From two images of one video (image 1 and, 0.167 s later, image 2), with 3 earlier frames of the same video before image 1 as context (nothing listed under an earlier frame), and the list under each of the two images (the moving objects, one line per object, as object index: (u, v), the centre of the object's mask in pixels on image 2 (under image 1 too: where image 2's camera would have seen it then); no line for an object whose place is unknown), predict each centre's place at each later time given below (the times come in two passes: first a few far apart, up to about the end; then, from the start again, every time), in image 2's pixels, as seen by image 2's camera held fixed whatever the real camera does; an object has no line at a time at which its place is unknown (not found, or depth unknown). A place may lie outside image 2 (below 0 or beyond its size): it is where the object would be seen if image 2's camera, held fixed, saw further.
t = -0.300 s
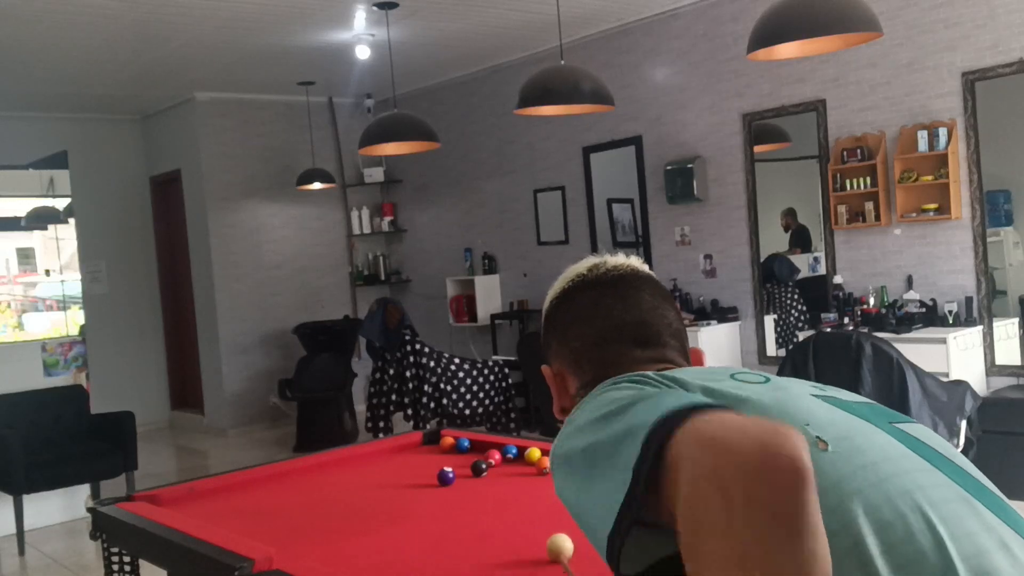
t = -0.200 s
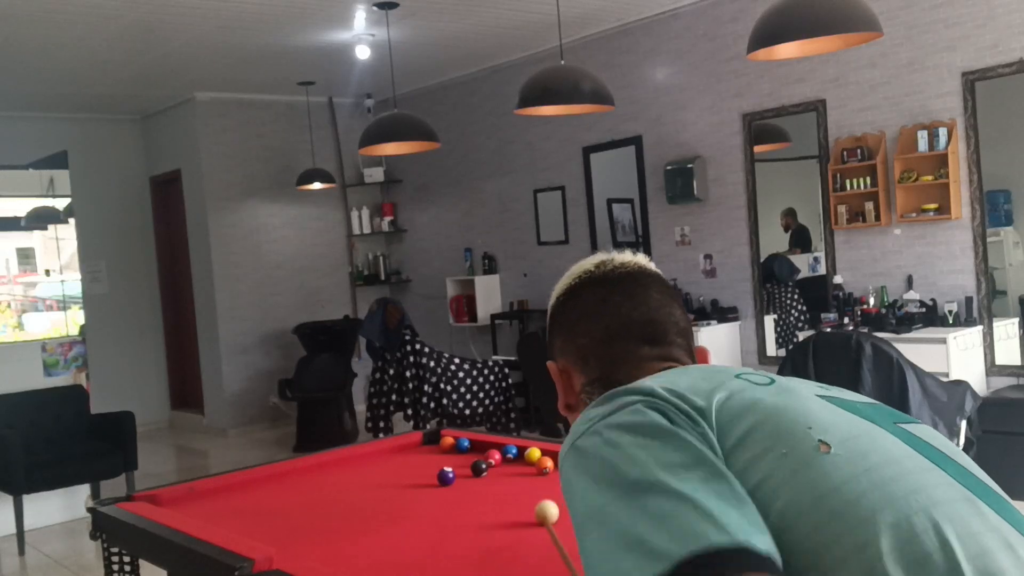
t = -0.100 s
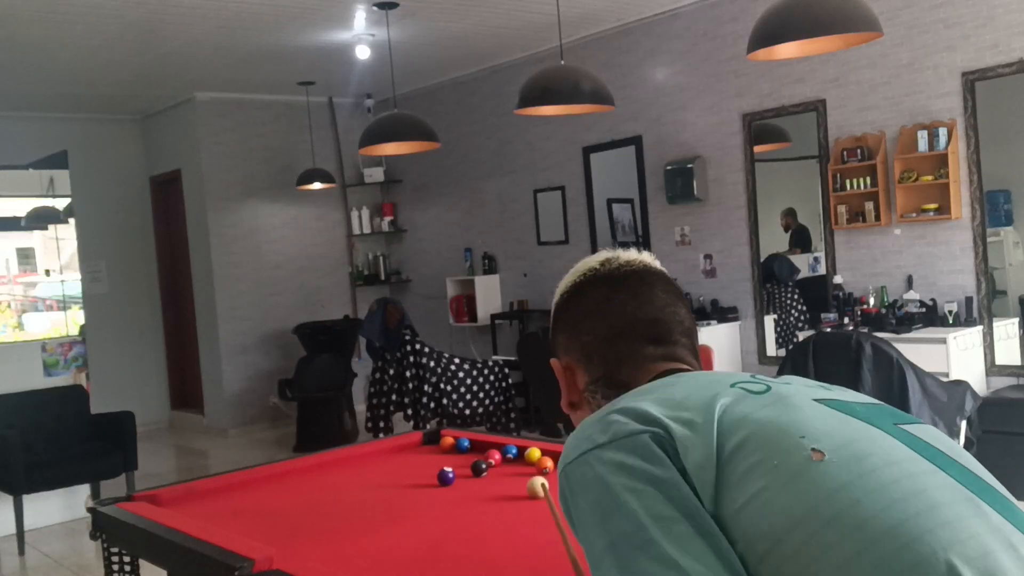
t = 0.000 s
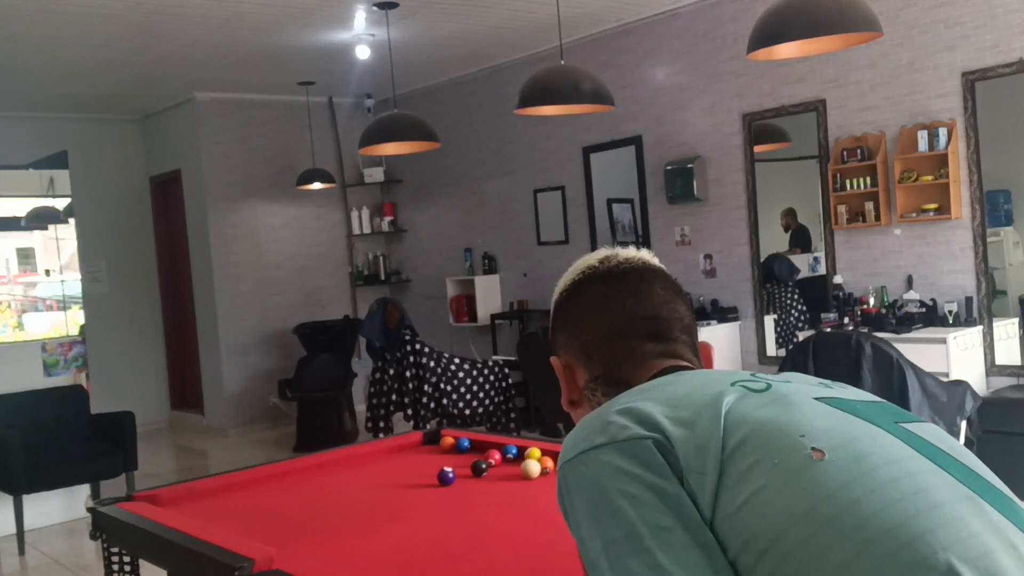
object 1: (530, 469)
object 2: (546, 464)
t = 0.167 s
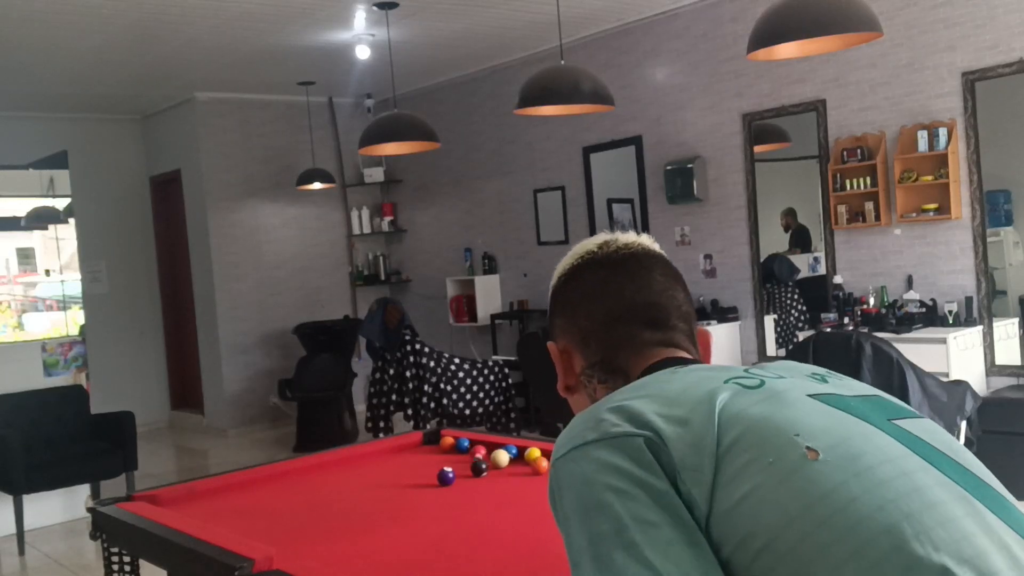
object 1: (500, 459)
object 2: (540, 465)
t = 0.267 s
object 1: (494, 455)
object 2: (519, 470)
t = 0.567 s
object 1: (475, 447)
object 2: (455, 486)
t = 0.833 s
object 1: (459, 445)
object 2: (396, 500)
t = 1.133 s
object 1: (448, 445)
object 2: (328, 517)
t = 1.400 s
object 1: (443, 445)
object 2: (268, 531)
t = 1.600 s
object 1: (441, 445)
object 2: (249, 532)
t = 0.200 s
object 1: (498, 458)
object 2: (533, 468)
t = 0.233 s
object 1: (496, 457)
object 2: (526, 469)
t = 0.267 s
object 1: (494, 455)
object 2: (519, 470)
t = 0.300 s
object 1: (492, 454)
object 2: (512, 472)
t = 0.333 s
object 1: (489, 453)
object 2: (505, 474)
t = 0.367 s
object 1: (487, 452)
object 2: (498, 476)
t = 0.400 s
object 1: (485, 451)
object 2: (491, 477)
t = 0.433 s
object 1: (483, 450)
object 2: (484, 479)
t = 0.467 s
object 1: (481, 449)
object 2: (477, 481)
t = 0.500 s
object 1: (479, 448)
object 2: (469, 483)
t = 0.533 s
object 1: (477, 448)
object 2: (463, 484)
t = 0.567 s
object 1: (475, 447)
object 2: (455, 486)
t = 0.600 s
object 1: (473, 446)
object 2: (447, 487)
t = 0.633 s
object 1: (470, 446)
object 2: (441, 489)
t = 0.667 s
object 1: (466, 445)
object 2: (433, 492)
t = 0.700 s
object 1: (465, 445)
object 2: (426, 493)
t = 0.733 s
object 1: (463, 445)
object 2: (418, 495)
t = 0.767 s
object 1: (462, 445)
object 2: (411, 497)
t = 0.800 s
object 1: (460, 445)
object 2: (403, 499)
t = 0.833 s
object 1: (459, 445)
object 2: (396, 500)
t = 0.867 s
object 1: (457, 445)
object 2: (388, 502)
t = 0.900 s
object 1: (456, 445)
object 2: (381, 504)
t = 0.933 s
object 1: (454, 445)
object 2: (373, 506)
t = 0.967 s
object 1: (453, 445)
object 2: (366, 508)
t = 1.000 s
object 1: (452, 445)
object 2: (358, 510)
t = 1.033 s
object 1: (451, 445)
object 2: (351, 511)
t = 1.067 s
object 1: (450, 445)
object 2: (343, 513)
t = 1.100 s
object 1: (449, 445)
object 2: (335, 515)
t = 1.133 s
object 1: (448, 445)
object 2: (328, 517)
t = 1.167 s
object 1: (447, 445)
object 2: (320, 519)
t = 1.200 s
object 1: (447, 445)
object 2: (313, 520)
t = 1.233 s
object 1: (446, 445)
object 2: (306, 522)
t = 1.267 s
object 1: (445, 445)
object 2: (298, 524)
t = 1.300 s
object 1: (445, 445)
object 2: (291, 525)
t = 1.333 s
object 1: (444, 445)
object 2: (283, 527)
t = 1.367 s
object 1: (444, 445)
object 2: (275, 529)
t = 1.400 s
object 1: (443, 445)
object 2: (268, 531)
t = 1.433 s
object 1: (443, 445)
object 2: (261, 532)
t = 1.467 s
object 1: (442, 445)
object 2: (254, 532)
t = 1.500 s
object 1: (442, 445)
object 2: (247, 533)
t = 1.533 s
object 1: (442, 445)
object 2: (241, 532)
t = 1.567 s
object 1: (441, 445)
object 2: (245, 532)
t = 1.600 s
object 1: (441, 445)
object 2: (249, 532)
